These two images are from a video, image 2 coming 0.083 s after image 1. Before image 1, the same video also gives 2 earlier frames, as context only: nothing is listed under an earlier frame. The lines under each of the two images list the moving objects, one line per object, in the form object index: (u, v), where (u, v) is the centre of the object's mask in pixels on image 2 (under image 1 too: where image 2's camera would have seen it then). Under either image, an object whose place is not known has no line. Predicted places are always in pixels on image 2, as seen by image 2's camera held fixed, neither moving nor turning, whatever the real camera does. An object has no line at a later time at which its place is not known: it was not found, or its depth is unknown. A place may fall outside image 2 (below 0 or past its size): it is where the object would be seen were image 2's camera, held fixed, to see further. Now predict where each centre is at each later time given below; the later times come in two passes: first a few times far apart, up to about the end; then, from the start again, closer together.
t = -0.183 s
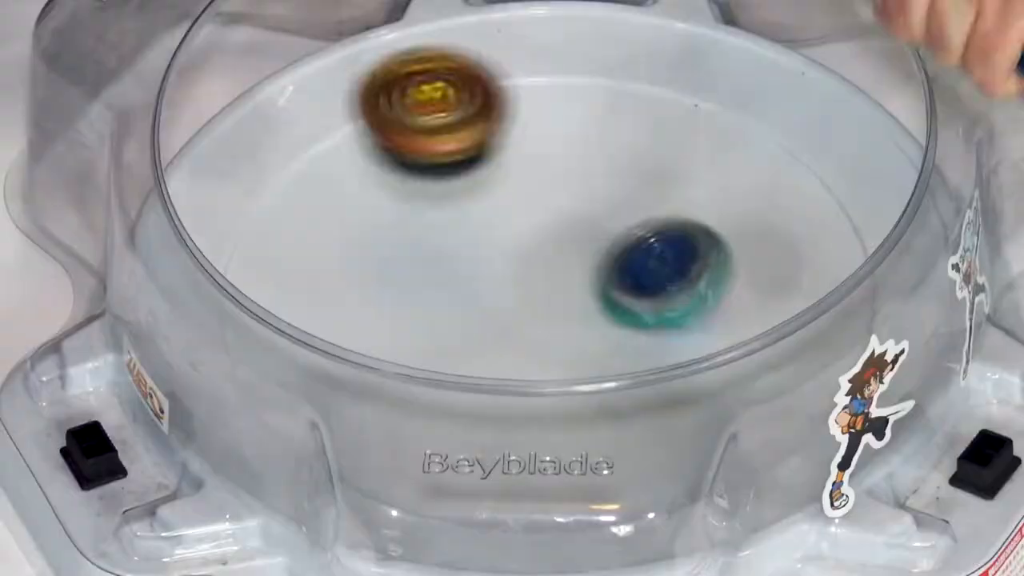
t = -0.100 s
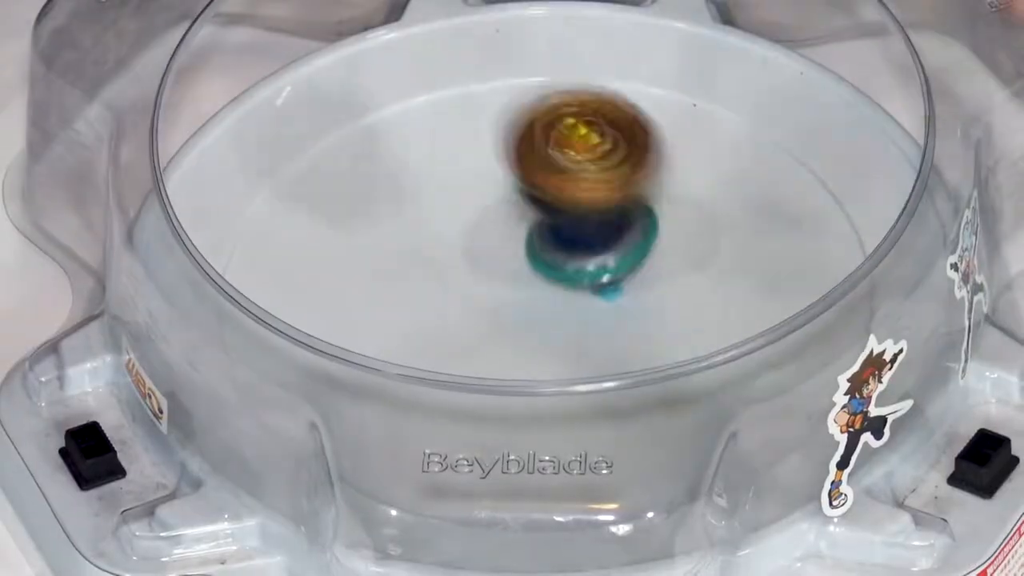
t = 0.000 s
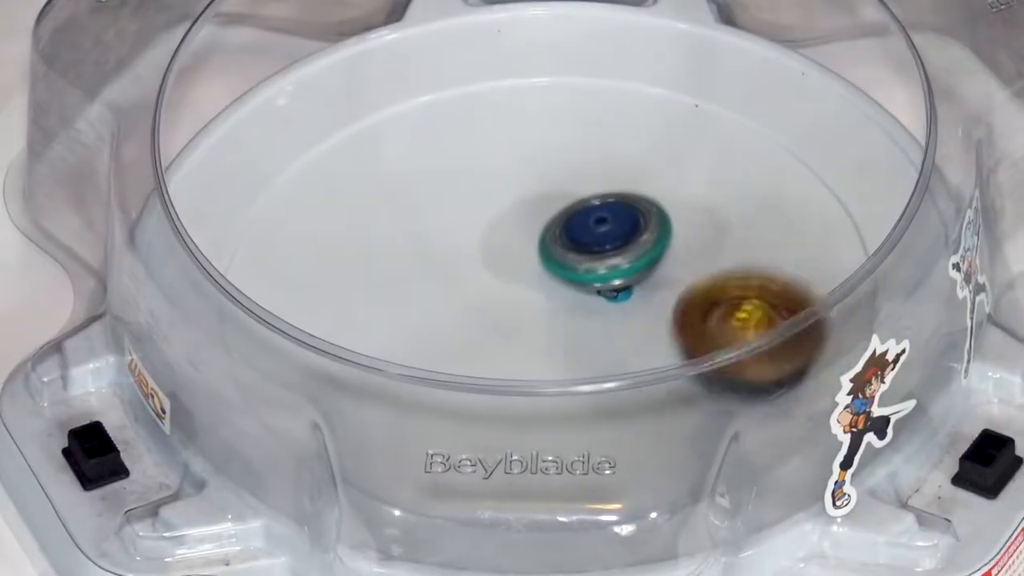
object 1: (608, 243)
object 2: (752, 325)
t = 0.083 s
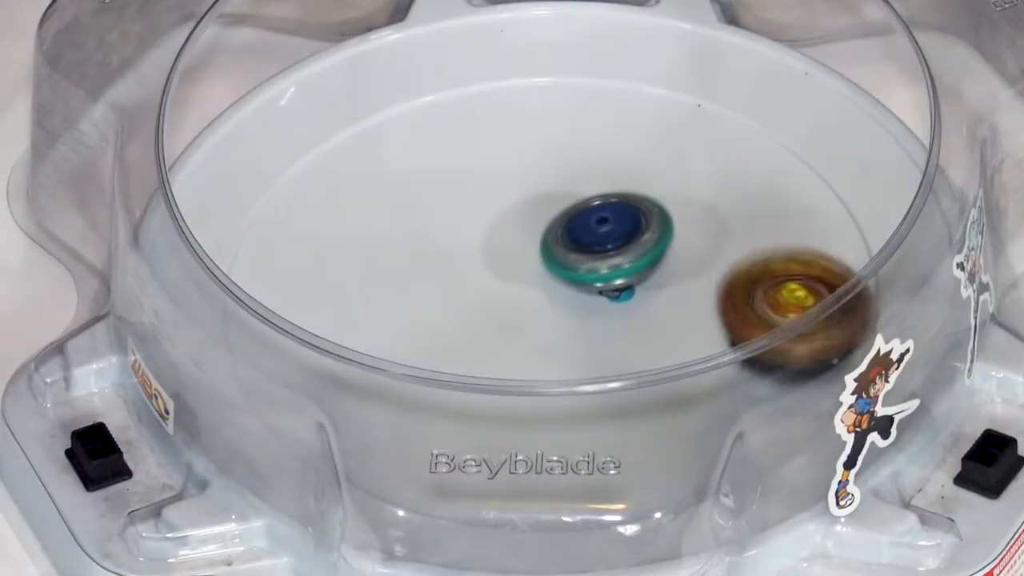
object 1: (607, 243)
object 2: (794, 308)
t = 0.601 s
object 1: (607, 240)
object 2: (345, 250)
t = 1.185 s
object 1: (603, 258)
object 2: (831, 222)
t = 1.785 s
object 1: (615, 258)
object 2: (261, 200)
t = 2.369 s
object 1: (627, 264)
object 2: (793, 379)
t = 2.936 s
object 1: (631, 274)
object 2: (336, 140)
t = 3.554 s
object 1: (612, 282)
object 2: (706, 434)
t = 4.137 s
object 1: (591, 281)
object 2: (427, 92)
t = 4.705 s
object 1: (580, 272)
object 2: (666, 432)
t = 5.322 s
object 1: (592, 272)
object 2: (462, 103)
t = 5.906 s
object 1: (605, 273)
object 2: (617, 432)
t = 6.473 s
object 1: (619, 279)
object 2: (515, 154)
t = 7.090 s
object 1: (611, 296)
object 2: (513, 402)
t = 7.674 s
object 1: (570, 303)
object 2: (628, 159)
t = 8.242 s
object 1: (559, 279)
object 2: (413, 365)
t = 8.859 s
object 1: (596, 280)
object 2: (702, 186)
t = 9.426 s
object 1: (624, 300)
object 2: (443, 363)
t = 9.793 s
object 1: (600, 317)
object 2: (490, 171)
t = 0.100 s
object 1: (607, 243)
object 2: (801, 320)
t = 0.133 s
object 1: (605, 244)
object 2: (805, 328)
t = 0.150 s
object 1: (606, 242)
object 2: (802, 325)
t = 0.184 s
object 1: (607, 242)
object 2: (797, 337)
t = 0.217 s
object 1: (606, 243)
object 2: (780, 340)
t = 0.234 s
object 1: (605, 242)
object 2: (765, 341)
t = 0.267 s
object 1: (606, 242)
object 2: (734, 343)
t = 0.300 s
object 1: (606, 242)
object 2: (695, 344)
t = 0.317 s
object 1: (606, 242)
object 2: (675, 344)
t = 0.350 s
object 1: (605, 240)
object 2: (629, 336)
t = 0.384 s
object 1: (605, 240)
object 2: (586, 339)
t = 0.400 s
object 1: (605, 241)
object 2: (563, 338)
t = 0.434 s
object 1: (605, 241)
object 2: (515, 334)
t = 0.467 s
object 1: (606, 241)
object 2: (470, 327)
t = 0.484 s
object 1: (606, 241)
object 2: (449, 321)
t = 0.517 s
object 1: (606, 241)
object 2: (410, 306)
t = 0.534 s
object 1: (606, 240)
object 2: (393, 297)
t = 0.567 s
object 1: (606, 240)
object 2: (365, 275)
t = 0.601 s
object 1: (607, 240)
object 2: (345, 250)
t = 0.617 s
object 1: (607, 240)
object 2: (338, 237)
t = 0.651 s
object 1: (606, 240)
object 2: (331, 213)
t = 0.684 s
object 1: (607, 240)
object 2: (333, 189)
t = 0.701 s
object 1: (607, 239)
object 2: (336, 178)
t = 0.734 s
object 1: (607, 239)
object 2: (350, 158)
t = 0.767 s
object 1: (607, 239)
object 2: (372, 140)
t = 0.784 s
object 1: (607, 239)
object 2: (386, 133)
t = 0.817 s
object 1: (608, 239)
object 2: (418, 121)
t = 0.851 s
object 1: (608, 238)
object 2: (457, 112)
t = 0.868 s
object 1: (608, 238)
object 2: (479, 109)
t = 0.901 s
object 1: (608, 238)
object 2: (523, 106)
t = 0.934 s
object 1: (609, 237)
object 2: (573, 109)
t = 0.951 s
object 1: (609, 237)
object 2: (599, 114)
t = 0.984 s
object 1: (609, 238)
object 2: (647, 127)
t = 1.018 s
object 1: (606, 250)
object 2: (696, 135)
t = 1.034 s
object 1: (604, 257)
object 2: (720, 137)
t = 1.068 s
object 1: (601, 259)
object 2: (759, 144)
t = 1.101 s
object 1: (601, 257)
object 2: (792, 159)
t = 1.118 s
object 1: (603, 256)
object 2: (805, 169)
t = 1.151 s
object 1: (605, 258)
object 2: (826, 195)
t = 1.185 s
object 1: (603, 258)
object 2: (831, 222)
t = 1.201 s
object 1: (603, 257)
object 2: (828, 235)
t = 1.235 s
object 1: (606, 256)
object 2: (831, 277)
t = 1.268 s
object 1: (608, 257)
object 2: (815, 310)
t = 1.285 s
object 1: (607, 258)
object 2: (804, 334)
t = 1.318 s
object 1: (606, 257)
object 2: (775, 372)
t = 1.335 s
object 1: (606, 256)
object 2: (758, 395)
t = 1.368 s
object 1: (610, 256)
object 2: (706, 422)
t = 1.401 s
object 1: (609, 258)
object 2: (652, 440)
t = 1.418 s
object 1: (608, 258)
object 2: (622, 448)
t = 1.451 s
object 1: (609, 256)
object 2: (560, 456)
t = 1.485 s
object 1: (613, 256)
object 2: (495, 460)
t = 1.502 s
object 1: (613, 257)
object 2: (464, 459)
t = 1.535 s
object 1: (611, 258)
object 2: (408, 446)
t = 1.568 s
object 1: (612, 256)
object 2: (352, 430)
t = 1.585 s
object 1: (614, 256)
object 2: (328, 417)
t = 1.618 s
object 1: (616, 257)
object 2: (292, 387)
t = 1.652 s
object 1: (613, 258)
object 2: (269, 350)
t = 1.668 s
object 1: (613, 257)
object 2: (259, 331)
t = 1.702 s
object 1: (616, 256)
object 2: (250, 292)
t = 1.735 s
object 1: (618, 257)
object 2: (246, 255)
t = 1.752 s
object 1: (617, 258)
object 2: (249, 234)
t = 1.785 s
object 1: (615, 258)
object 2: (261, 200)
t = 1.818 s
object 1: (619, 256)
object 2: (284, 165)
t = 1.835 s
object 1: (621, 257)
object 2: (300, 148)
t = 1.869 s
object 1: (620, 259)
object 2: (335, 119)
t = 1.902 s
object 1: (618, 258)
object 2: (378, 95)
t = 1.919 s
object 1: (619, 257)
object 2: (403, 87)
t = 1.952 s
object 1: (623, 257)
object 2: (455, 73)
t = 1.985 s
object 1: (623, 259)
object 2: (508, 66)
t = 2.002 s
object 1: (621, 259)
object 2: (537, 65)
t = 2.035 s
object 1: (622, 258)
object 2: (594, 69)
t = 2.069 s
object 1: (626, 258)
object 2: (647, 79)
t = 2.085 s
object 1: (627, 259)
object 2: (673, 87)
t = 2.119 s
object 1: (625, 261)
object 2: (723, 109)
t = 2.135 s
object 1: (623, 260)
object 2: (746, 122)
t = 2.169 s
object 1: (625, 259)
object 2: (784, 151)
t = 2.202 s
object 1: (629, 261)
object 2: (813, 185)
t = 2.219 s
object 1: (629, 262)
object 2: (825, 204)
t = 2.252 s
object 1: (625, 262)
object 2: (839, 243)
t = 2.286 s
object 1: (628, 261)
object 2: (841, 284)
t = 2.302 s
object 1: (630, 261)
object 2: (838, 302)
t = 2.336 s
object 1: (631, 264)
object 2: (818, 338)
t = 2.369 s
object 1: (627, 264)
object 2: (793, 379)
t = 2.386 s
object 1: (627, 263)
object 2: (781, 397)
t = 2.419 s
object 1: (631, 263)
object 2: (742, 426)
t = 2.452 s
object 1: (632, 265)
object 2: (687, 446)
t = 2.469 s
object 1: (631, 266)
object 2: (656, 451)
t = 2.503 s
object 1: (628, 265)
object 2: (597, 461)
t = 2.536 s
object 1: (632, 265)
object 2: (533, 465)
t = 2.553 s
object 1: (633, 265)
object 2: (501, 462)
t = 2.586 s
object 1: (632, 267)
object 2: (442, 456)
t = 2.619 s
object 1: (629, 267)
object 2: (396, 439)
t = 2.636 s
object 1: (630, 266)
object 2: (366, 430)
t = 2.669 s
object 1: (634, 268)
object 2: (319, 408)
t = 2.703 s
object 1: (632, 270)
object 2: (288, 373)
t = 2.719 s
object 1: (630, 270)
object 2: (275, 356)
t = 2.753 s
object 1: (630, 269)
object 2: (257, 322)
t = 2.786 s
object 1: (633, 270)
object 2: (250, 286)
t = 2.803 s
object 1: (634, 271)
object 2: (250, 269)
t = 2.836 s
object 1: (630, 272)
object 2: (260, 230)
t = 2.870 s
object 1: (629, 271)
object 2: (275, 198)
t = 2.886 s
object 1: (631, 271)
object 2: (288, 183)
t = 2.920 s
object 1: (632, 273)
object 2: (318, 154)
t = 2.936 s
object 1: (631, 274)
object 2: (336, 140)
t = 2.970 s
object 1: (628, 273)
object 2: (376, 116)
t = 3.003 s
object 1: (630, 273)
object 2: (423, 96)
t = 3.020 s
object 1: (631, 274)
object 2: (448, 89)
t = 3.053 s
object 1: (629, 276)
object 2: (500, 80)
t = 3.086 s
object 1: (626, 275)
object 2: (552, 74)
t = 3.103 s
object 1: (627, 275)
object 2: (580, 75)
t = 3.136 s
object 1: (630, 277)
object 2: (633, 80)
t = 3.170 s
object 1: (626, 279)
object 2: (680, 90)
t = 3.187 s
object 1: (624, 278)
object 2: (703, 98)
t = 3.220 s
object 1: (624, 277)
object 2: (749, 119)
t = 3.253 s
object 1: (627, 279)
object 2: (785, 143)
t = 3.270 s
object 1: (625, 281)
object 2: (800, 158)
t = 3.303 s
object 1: (621, 280)
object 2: (824, 189)
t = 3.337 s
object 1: (621, 278)
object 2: (836, 221)
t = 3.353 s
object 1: (623, 279)
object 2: (847, 242)
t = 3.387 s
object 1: (621, 283)
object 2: (849, 277)
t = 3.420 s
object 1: (617, 282)
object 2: (838, 313)
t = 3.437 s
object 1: (616, 281)
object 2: (827, 329)
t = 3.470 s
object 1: (619, 282)
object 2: (804, 373)
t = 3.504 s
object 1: (617, 285)
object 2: (772, 401)
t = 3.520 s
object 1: (615, 285)
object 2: (753, 411)
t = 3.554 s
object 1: (612, 282)
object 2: (706, 434)
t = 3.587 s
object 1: (614, 283)
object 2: (652, 449)
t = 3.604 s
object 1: (614, 285)
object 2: (629, 455)
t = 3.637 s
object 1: (610, 286)
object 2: (573, 461)
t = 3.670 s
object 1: (608, 283)
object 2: (512, 464)
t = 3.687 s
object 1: (609, 282)
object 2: (484, 457)
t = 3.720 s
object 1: (611, 285)
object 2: (434, 446)
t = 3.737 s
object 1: (608, 286)
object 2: (411, 438)
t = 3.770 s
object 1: (603, 285)
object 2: (362, 420)
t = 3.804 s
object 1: (605, 282)
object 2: (326, 387)
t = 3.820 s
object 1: (606, 283)
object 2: (311, 374)
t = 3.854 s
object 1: (604, 287)
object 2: (285, 343)
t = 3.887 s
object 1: (599, 285)
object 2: (272, 306)
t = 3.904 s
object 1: (599, 283)
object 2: (268, 291)
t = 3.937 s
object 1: (602, 283)
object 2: (270, 254)
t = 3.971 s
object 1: (600, 286)
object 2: (275, 222)
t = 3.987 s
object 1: (597, 286)
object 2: (282, 205)
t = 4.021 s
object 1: (595, 282)
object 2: (302, 173)
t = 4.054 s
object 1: (598, 282)
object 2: (331, 145)
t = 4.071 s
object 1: (598, 284)
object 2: (348, 133)
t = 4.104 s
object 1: (592, 285)
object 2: (385, 111)
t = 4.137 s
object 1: (591, 281)
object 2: (427, 92)
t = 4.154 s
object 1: (593, 280)
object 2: (450, 86)
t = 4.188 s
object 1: (594, 282)
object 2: (497, 76)
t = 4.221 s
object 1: (589, 283)
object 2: (545, 71)
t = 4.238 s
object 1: (587, 282)
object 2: (569, 71)
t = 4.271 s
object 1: (589, 278)
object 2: (620, 75)
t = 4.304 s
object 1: (592, 281)
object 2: (662, 84)
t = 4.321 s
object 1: (589, 282)
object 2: (685, 91)
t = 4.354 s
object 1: (585, 279)
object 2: (726, 110)
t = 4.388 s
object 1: (587, 277)
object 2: (760, 133)
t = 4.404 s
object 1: (589, 277)
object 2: (776, 147)
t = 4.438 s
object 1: (586, 281)
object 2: (800, 176)
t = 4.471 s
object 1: (581, 277)
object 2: (816, 211)
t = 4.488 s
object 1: (583, 275)
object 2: (819, 227)
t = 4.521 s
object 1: (587, 276)
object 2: (811, 255)
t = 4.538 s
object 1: (587, 278)
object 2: (819, 282)
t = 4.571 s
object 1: (580, 277)
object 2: (805, 315)
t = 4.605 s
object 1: (582, 272)
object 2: (786, 351)
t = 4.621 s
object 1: (585, 272)
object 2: (774, 369)
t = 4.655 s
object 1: (585, 276)
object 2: (735, 397)
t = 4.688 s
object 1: (579, 275)
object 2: (693, 423)
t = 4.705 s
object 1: (580, 272)
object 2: (666, 432)
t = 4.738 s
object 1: (586, 271)
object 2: (619, 446)
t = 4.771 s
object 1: (583, 275)
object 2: (569, 452)
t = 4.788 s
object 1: (580, 275)
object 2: (542, 453)
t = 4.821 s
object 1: (583, 270)
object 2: (489, 450)
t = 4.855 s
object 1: (587, 271)
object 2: (441, 443)
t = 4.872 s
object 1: (586, 273)
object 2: (416, 436)
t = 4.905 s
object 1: (582, 273)
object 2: (373, 415)
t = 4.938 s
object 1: (585, 270)
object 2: (336, 392)
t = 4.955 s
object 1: (588, 269)
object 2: (319, 380)
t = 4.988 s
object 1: (587, 273)
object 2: (294, 353)
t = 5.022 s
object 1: (582, 272)
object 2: (278, 324)
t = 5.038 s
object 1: (584, 270)
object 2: (273, 307)
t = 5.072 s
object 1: (590, 270)
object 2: (268, 278)
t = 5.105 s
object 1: (587, 273)
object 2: (275, 244)
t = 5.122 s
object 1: (585, 273)
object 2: (276, 232)
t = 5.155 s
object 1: (587, 270)
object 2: (292, 203)
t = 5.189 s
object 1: (591, 270)
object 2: (315, 176)
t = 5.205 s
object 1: (590, 272)
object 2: (328, 162)
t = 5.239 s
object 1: (586, 273)
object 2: (361, 141)
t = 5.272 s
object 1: (590, 270)
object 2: (400, 123)
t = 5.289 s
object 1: (592, 270)
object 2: (419, 115)
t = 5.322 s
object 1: (592, 272)
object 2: (462, 103)
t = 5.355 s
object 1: (588, 273)
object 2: (508, 98)
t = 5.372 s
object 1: (589, 271)
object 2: (530, 97)
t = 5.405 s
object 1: (595, 270)
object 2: (577, 99)
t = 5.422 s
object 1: (596, 271)
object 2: (601, 103)
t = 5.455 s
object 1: (592, 273)
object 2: (643, 112)
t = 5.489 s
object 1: (592, 271)
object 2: (685, 128)
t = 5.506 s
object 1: (594, 271)
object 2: (704, 139)
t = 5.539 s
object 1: (597, 272)
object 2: (736, 159)
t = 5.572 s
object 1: (594, 273)
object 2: (764, 186)
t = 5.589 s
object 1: (593, 272)
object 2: (773, 198)
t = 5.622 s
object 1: (598, 271)
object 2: (791, 229)
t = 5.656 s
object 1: (600, 272)
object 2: (794, 256)
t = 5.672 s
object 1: (599, 272)
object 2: (792, 267)
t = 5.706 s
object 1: (596, 272)
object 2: (794, 306)
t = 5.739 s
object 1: (600, 271)
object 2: (782, 338)
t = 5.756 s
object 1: (603, 271)
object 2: (773, 350)
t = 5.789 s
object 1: (603, 273)
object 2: (745, 379)
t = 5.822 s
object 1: (600, 272)
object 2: (719, 407)
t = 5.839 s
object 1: (600, 271)
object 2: (699, 414)
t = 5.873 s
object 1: (605, 272)
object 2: (656, 423)
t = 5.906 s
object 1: (605, 273)
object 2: (617, 432)
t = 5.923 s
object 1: (604, 274)
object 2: (597, 434)
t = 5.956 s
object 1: (603, 272)
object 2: (556, 434)
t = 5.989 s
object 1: (608, 271)
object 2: (514, 429)
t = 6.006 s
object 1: (609, 273)
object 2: (495, 424)
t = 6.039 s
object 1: (607, 274)
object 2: (460, 410)
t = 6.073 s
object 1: (606, 273)
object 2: (428, 397)
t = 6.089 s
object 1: (608, 273)
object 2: (414, 390)
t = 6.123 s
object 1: (613, 274)
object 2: (389, 370)
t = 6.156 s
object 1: (612, 276)
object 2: (369, 348)
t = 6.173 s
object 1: (610, 275)
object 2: (361, 336)
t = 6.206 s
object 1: (611, 274)
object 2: (355, 306)
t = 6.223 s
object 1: (613, 274)
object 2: (352, 295)
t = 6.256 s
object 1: (616, 276)
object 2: (352, 270)
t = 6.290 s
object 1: (613, 277)
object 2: (362, 244)
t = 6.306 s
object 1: (612, 276)
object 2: (369, 232)
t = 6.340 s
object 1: (615, 276)
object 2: (390, 210)
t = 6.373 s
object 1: (619, 278)
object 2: (415, 191)
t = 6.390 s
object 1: (618, 279)
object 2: (430, 183)
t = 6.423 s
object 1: (615, 279)
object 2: (462, 167)
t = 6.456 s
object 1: (616, 278)
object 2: (494, 158)
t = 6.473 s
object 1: (619, 279)
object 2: (515, 154)
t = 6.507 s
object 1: (622, 282)
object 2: (552, 150)
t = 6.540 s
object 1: (618, 282)
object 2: (589, 151)
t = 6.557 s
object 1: (617, 282)
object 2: (607, 154)
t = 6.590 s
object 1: (619, 281)
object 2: (641, 162)
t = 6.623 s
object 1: (623, 284)
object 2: (673, 174)
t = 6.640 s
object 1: (622, 285)
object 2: (687, 182)
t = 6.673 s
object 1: (617, 285)
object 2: (712, 200)
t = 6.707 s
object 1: (617, 283)
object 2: (731, 223)
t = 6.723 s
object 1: (616, 284)
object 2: (740, 233)
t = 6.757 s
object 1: (615, 285)
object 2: (756, 256)
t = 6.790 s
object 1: (616, 286)
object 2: (762, 276)
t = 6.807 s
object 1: (616, 286)
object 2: (762, 289)
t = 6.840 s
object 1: (617, 288)
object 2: (755, 316)
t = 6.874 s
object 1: (614, 289)
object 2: (739, 339)
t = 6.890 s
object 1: (613, 288)
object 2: (729, 350)
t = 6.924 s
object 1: (612, 287)
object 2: (702, 369)
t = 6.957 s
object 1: (614, 288)
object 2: (672, 387)
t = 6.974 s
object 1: (613, 289)
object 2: (654, 394)
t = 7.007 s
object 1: (611, 293)
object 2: (615, 403)
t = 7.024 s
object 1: (610, 294)
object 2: (598, 408)
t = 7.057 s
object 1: (610, 294)
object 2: (555, 406)
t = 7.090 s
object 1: (611, 296)
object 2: (513, 402)
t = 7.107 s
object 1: (610, 299)
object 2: (494, 399)
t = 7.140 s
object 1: (605, 300)
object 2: (459, 388)
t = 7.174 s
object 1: (603, 298)
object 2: (427, 372)
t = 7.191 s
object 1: (603, 298)
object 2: (413, 363)
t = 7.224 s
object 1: (605, 300)
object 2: (390, 341)
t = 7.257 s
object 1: (599, 304)
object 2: (375, 315)
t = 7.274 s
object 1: (597, 303)
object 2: (371, 302)
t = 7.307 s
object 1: (593, 300)
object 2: (363, 282)
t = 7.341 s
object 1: (595, 299)
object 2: (367, 256)
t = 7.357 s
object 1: (596, 301)
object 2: (370, 244)
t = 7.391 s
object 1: (592, 305)
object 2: (383, 222)
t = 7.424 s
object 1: (585, 304)
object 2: (401, 201)
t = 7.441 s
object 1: (584, 301)
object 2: (413, 192)
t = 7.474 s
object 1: (587, 299)
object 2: (433, 173)
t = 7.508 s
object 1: (586, 303)
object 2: (448, 162)
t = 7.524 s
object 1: (583, 306)
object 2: (464, 157)
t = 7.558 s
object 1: (574, 302)
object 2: (503, 151)
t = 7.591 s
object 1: (575, 296)
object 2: (547, 146)
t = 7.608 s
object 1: (577, 296)
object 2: (564, 146)
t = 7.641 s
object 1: (579, 301)
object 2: (598, 150)
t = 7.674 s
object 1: (570, 303)
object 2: (628, 159)
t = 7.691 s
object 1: (565, 300)
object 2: (644, 165)
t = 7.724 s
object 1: (567, 293)
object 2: (672, 181)
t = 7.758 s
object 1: (572, 294)
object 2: (694, 200)
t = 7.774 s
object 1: (572, 296)
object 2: (703, 211)
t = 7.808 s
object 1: (563, 299)
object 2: (717, 235)
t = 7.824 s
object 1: (560, 295)
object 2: (722, 249)
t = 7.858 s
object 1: (560, 289)
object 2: (725, 274)
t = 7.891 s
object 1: (566, 288)
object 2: (718, 295)
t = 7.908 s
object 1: (567, 291)
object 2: (711, 304)
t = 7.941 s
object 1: (558, 293)
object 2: (697, 331)
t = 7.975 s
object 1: (555, 286)
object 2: (676, 355)
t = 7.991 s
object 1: (558, 284)
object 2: (663, 364)
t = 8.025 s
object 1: (564, 283)
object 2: (633, 380)
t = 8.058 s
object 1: (560, 287)
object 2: (598, 391)
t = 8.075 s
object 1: (556, 288)
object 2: (581, 395)
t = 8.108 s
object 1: (556, 283)
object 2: (544, 397)
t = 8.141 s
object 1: (564, 278)
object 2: (507, 395)
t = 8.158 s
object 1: (566, 279)
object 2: (491, 392)
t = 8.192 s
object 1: (563, 284)
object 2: (456, 384)
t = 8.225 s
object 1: (558, 282)
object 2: (426, 372)
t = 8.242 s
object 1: (559, 279)
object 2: (413, 365)
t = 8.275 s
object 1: (567, 275)
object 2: (389, 348)
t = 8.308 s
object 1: (571, 278)
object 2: (372, 326)
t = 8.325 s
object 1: (568, 280)
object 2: (370, 310)
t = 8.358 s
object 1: (563, 279)
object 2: (360, 293)
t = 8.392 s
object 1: (567, 274)
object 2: (358, 273)
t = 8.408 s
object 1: (572, 273)
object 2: (361, 261)
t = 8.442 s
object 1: (576, 275)
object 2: (371, 240)
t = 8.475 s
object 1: (572, 277)
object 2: (387, 220)
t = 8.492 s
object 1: (569, 276)
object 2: (397, 211)
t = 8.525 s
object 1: (573, 272)
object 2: (421, 195)
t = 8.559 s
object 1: (581, 271)
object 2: (448, 183)
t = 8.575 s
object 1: (583, 273)
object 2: (464, 177)
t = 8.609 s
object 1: (581, 275)
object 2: (477, 170)
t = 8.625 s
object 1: (578, 275)
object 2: (513, 167)
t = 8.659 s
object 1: (580, 272)
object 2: (546, 166)
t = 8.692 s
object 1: (591, 275)
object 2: (577, 163)
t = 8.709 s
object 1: (593, 276)
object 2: (591, 163)
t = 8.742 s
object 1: (593, 280)
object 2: (618, 166)
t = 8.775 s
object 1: (591, 280)
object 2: (645, 171)
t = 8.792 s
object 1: (593, 282)
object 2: (658, 172)
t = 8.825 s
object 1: (596, 281)
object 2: (683, 177)
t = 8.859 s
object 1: (596, 280)
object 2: (702, 186)
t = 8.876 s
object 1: (597, 280)
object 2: (713, 194)
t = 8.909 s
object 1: (602, 281)
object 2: (727, 209)
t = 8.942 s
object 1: (606, 282)
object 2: (738, 229)
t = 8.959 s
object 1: (606, 283)
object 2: (743, 239)
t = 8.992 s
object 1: (605, 283)
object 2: (745, 260)
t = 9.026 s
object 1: (605, 282)
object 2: (741, 281)
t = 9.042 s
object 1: (606, 282)
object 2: (737, 290)
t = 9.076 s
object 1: (606, 284)
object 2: (733, 316)
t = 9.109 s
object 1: (609, 285)
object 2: (723, 339)
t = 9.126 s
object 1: (610, 285)
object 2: (716, 349)
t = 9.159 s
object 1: (613, 286)
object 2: (698, 373)
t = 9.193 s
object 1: (616, 288)
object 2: (671, 385)
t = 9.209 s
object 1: (617, 289)
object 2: (656, 392)
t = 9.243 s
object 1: (619, 291)
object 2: (624, 402)
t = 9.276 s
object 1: (620, 292)
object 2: (591, 406)
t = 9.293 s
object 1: (621, 293)
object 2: (571, 406)
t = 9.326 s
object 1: (623, 295)
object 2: (535, 402)
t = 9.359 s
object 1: (624, 297)
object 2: (500, 392)
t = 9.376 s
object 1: (624, 298)
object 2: (483, 387)
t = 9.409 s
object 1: (624, 299)
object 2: (456, 373)
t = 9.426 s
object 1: (624, 300)
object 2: (443, 363)
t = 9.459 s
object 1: (625, 302)
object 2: (427, 332)
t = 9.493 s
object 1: (624, 305)
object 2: (409, 320)
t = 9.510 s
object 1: (623, 306)
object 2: (402, 311)
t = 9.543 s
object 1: (621, 307)
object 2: (395, 293)
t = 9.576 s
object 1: (620, 309)
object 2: (396, 272)
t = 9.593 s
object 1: (619, 310)
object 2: (399, 260)
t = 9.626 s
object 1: (617, 312)
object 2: (407, 240)
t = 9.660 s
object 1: (613, 314)
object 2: (422, 223)
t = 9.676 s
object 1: (612, 314)
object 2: (431, 214)
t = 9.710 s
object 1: (609, 315)
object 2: (449, 199)
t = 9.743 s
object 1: (606, 316)
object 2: (459, 186)
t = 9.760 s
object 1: (604, 317)
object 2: (466, 179)
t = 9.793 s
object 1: (600, 317)
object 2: (490, 171)
